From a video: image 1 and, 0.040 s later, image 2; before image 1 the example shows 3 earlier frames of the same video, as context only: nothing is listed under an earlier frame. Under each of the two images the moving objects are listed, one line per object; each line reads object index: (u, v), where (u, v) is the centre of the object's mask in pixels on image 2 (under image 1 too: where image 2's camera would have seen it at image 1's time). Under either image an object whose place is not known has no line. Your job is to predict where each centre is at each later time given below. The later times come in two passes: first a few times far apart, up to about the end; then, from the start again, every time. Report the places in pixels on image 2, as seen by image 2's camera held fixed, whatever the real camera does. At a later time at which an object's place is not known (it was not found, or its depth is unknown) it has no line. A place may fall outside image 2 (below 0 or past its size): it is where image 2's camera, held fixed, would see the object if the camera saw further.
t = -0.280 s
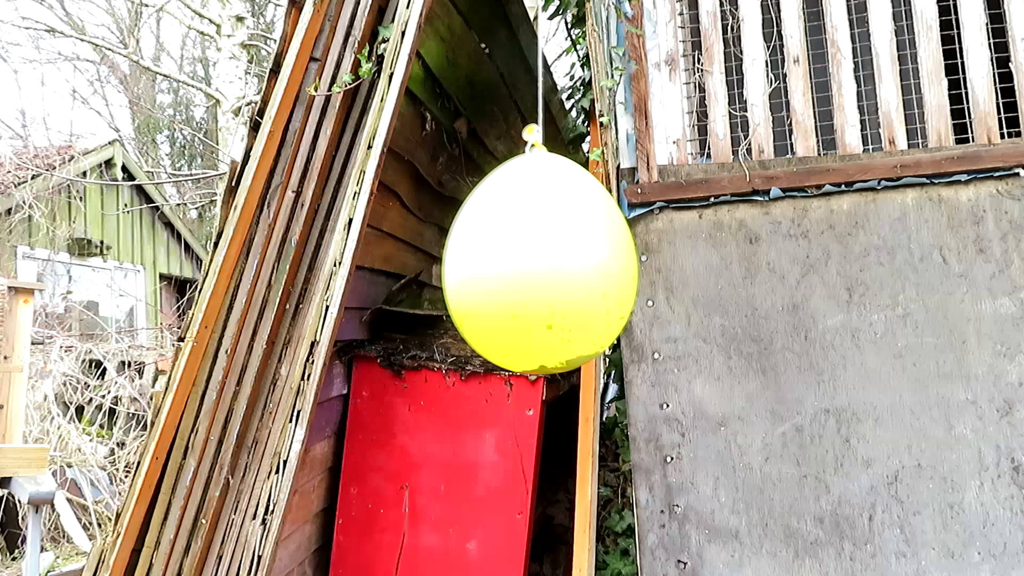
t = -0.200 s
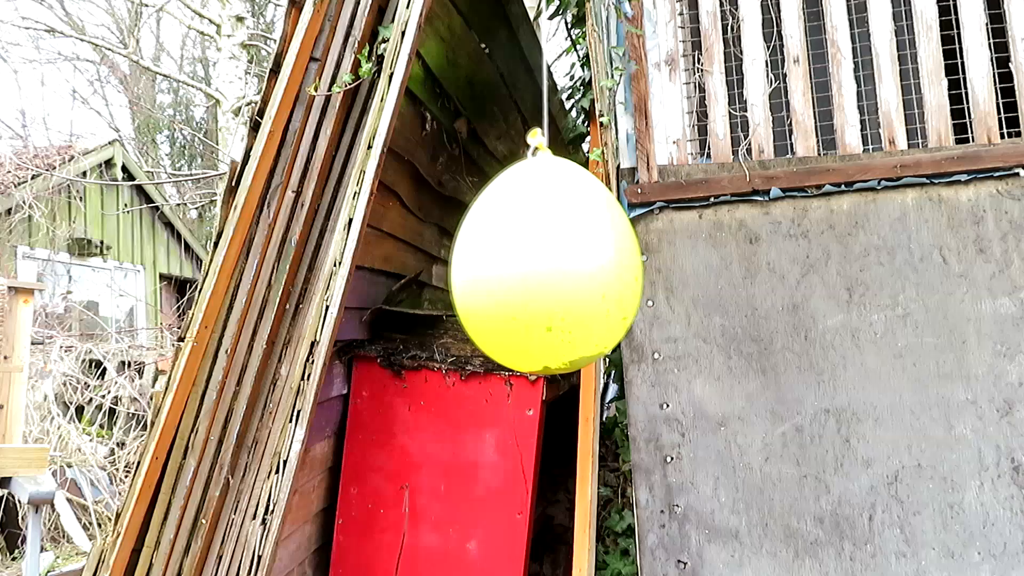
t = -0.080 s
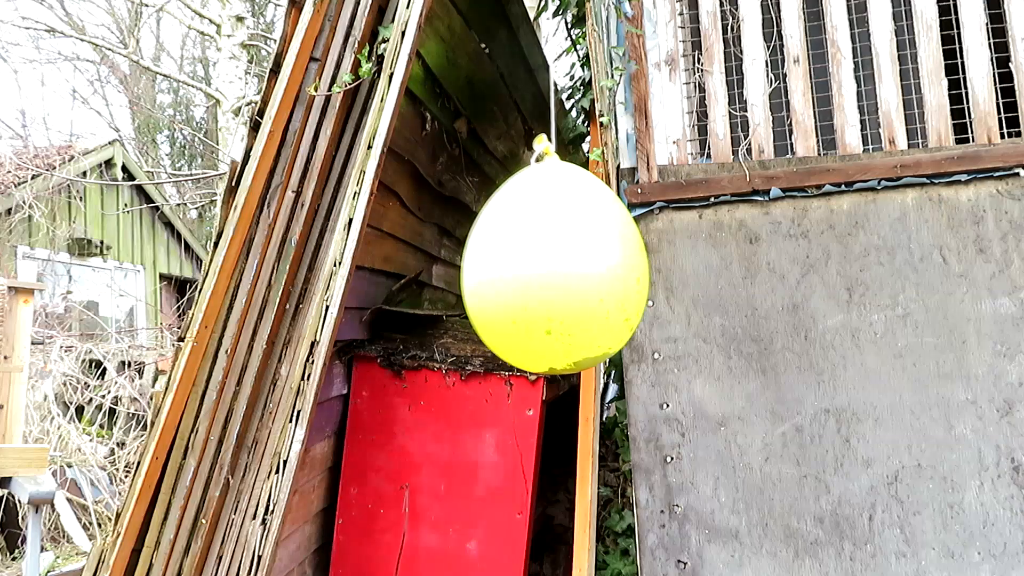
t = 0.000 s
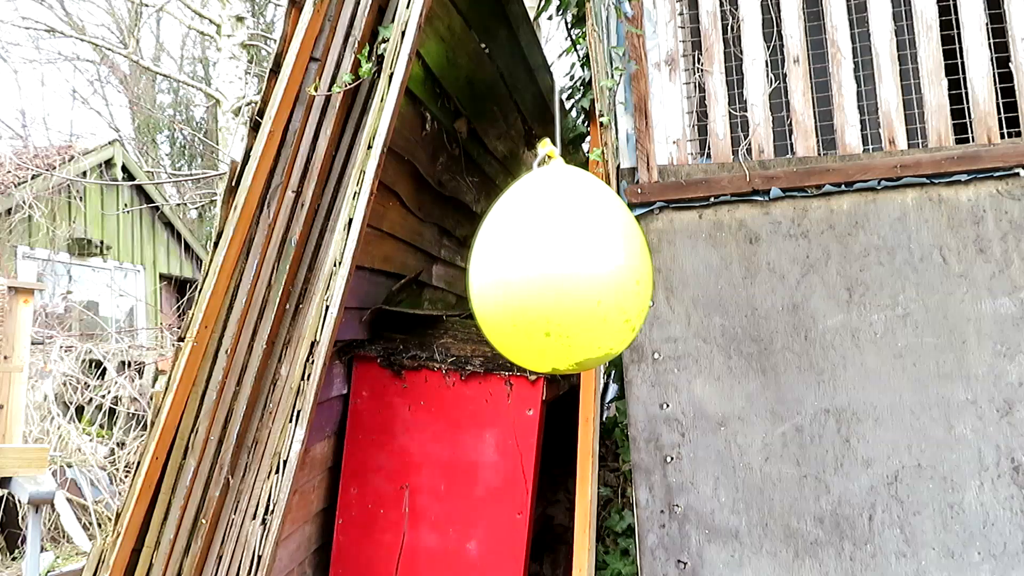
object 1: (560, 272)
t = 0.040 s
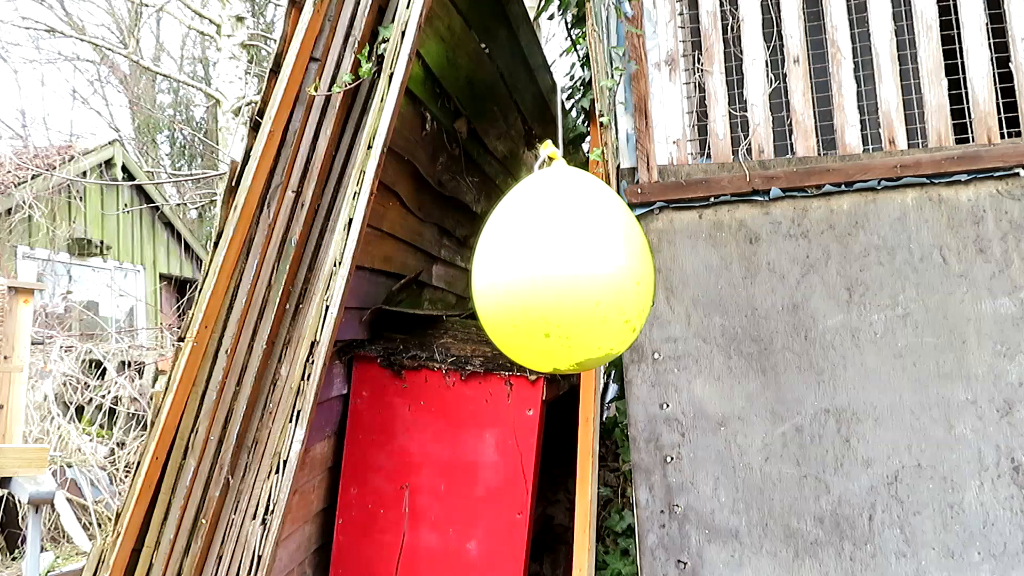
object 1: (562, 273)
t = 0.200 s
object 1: (570, 274)
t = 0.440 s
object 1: (576, 275)
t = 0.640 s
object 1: (578, 275)
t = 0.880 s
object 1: (582, 274)
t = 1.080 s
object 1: (582, 274)
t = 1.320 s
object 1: (572, 274)
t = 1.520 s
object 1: (554, 271)
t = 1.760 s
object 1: (530, 267)
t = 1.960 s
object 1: (521, 265)
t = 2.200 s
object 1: (525, 266)
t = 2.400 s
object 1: (538, 269)
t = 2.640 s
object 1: (560, 272)
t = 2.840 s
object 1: (579, 273)
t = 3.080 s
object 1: (596, 272)
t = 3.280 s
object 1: (602, 272)
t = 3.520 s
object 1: (602, 271)
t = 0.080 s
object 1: (564, 273)
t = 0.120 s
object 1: (566, 274)
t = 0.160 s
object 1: (568, 274)
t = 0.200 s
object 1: (570, 274)
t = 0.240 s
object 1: (571, 275)
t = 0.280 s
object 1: (572, 275)
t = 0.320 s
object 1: (573, 274)
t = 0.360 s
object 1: (574, 275)
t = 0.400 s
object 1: (575, 275)
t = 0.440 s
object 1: (576, 275)
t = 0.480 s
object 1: (576, 275)
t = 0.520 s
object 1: (577, 275)
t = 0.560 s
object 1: (577, 274)
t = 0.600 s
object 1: (578, 274)
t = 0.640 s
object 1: (578, 275)
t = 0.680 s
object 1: (579, 275)
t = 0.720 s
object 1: (579, 274)
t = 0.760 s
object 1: (580, 274)
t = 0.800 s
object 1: (581, 274)
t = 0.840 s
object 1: (581, 274)
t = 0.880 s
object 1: (582, 274)
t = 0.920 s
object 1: (582, 274)
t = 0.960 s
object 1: (583, 274)
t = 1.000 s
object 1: (583, 274)
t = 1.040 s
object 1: (583, 274)
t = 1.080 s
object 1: (582, 274)
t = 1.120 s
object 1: (582, 274)
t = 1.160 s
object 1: (581, 274)
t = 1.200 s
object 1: (579, 274)
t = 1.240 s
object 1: (577, 274)
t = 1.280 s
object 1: (575, 274)
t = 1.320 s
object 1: (572, 274)
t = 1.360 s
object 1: (569, 273)
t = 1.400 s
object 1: (565, 273)
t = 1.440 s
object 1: (561, 272)
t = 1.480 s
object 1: (558, 272)
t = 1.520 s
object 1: (554, 271)
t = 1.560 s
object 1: (549, 270)
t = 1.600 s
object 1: (545, 270)
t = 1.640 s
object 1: (540, 269)
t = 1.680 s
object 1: (537, 268)
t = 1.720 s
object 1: (533, 267)
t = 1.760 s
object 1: (530, 267)
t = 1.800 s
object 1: (527, 266)
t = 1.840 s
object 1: (525, 266)
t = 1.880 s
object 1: (523, 265)
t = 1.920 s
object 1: (522, 265)
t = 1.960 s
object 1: (521, 265)
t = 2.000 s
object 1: (520, 265)
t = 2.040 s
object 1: (520, 265)
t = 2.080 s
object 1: (521, 265)
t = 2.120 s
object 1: (522, 266)
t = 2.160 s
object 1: (523, 266)
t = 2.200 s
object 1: (525, 266)
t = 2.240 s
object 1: (527, 267)
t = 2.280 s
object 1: (529, 267)
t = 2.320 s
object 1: (532, 268)
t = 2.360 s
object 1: (535, 268)
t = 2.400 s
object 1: (538, 269)
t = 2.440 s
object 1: (541, 270)
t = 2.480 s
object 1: (545, 270)
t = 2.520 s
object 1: (549, 271)
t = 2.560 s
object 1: (552, 271)
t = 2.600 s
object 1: (556, 273)
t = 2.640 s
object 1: (560, 272)
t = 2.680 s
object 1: (564, 273)
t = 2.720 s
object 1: (568, 273)
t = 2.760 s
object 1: (571, 273)
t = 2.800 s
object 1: (575, 273)
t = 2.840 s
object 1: (579, 273)
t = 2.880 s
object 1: (582, 274)
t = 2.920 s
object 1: (585, 273)
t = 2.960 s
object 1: (588, 274)
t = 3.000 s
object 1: (591, 273)
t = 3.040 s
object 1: (594, 272)
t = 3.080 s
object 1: (596, 272)
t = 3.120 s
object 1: (597, 272)
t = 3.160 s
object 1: (599, 272)
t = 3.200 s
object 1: (600, 272)
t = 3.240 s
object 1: (602, 272)
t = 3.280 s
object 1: (602, 272)
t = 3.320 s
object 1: (603, 272)
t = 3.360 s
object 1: (603, 272)
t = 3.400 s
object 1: (603, 272)
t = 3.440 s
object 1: (603, 271)
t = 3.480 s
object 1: (603, 271)
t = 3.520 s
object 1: (602, 271)
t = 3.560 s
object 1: (602, 271)
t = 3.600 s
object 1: (601, 271)
